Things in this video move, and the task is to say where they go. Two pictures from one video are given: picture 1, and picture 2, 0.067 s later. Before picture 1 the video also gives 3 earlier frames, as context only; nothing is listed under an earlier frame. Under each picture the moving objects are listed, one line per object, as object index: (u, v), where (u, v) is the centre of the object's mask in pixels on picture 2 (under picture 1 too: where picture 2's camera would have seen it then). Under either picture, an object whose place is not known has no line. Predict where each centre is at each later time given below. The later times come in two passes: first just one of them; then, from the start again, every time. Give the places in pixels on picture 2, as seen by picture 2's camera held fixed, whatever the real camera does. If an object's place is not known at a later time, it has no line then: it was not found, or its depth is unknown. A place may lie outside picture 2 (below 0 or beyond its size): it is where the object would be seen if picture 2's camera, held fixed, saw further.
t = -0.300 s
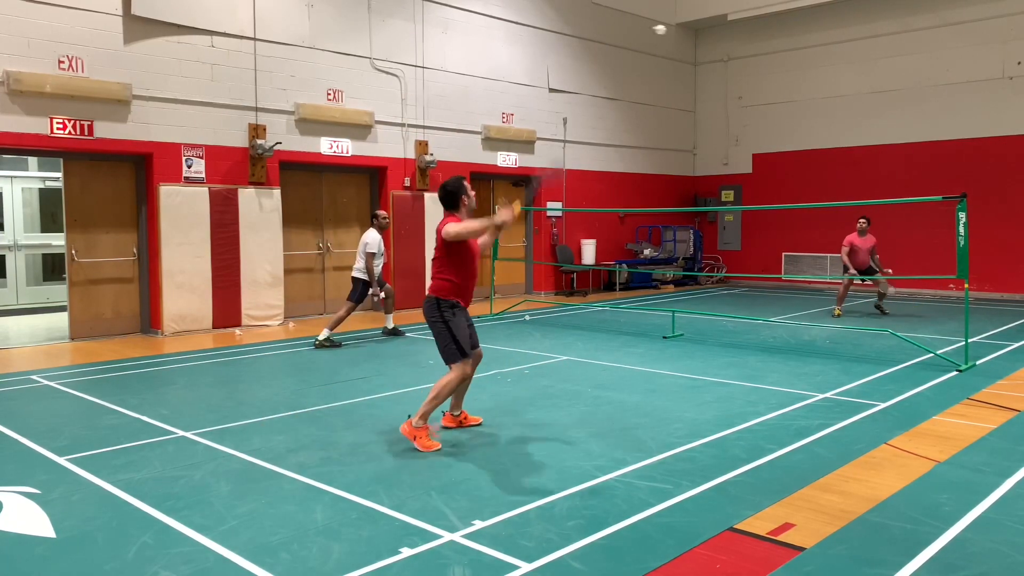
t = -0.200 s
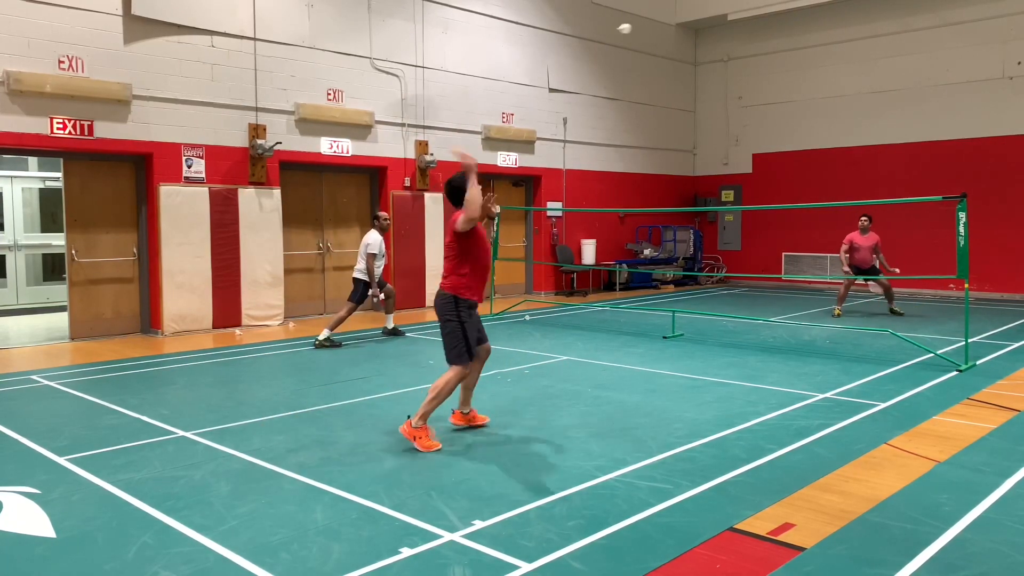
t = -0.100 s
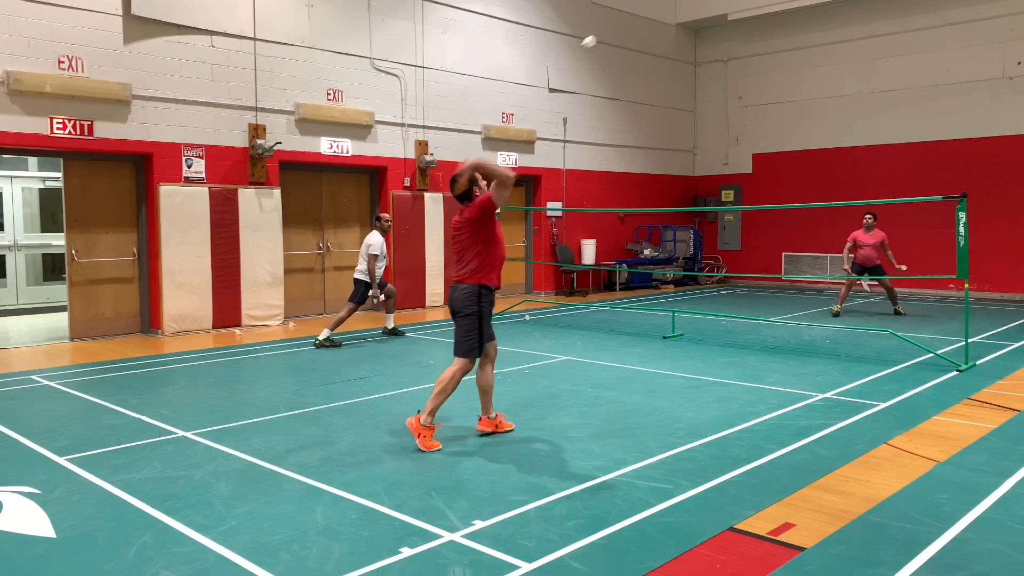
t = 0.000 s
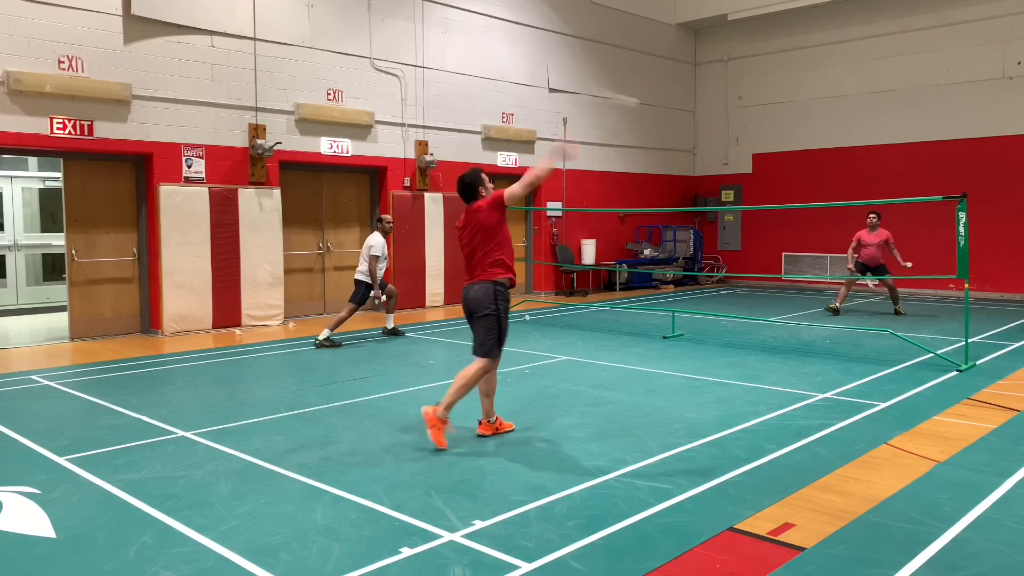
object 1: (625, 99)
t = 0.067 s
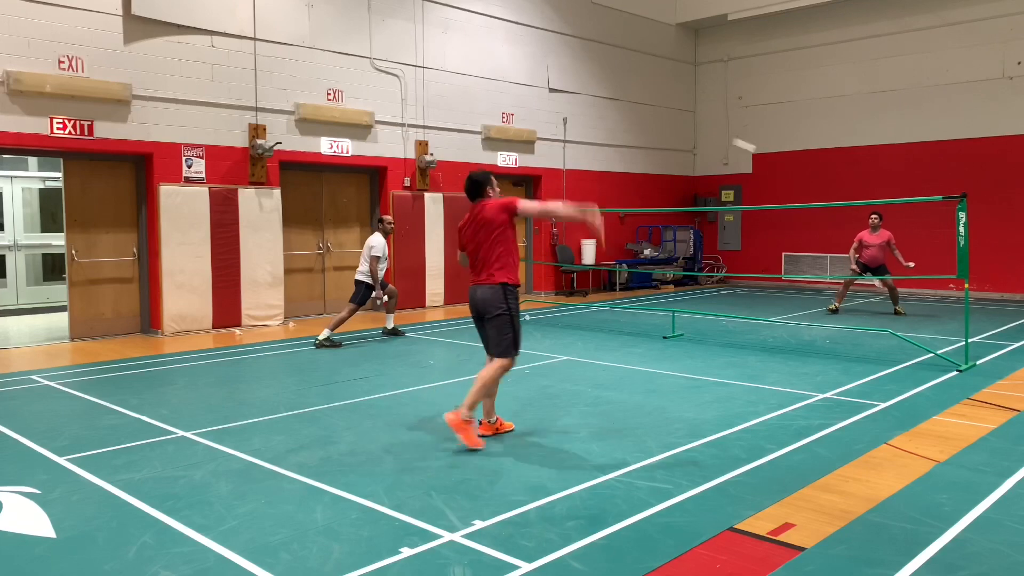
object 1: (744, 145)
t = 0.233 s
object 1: (844, 195)
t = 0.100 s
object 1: (777, 159)
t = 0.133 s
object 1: (800, 170)
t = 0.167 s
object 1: (818, 180)
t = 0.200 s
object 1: (832, 188)
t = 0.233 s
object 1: (844, 195)
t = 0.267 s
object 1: (852, 200)
